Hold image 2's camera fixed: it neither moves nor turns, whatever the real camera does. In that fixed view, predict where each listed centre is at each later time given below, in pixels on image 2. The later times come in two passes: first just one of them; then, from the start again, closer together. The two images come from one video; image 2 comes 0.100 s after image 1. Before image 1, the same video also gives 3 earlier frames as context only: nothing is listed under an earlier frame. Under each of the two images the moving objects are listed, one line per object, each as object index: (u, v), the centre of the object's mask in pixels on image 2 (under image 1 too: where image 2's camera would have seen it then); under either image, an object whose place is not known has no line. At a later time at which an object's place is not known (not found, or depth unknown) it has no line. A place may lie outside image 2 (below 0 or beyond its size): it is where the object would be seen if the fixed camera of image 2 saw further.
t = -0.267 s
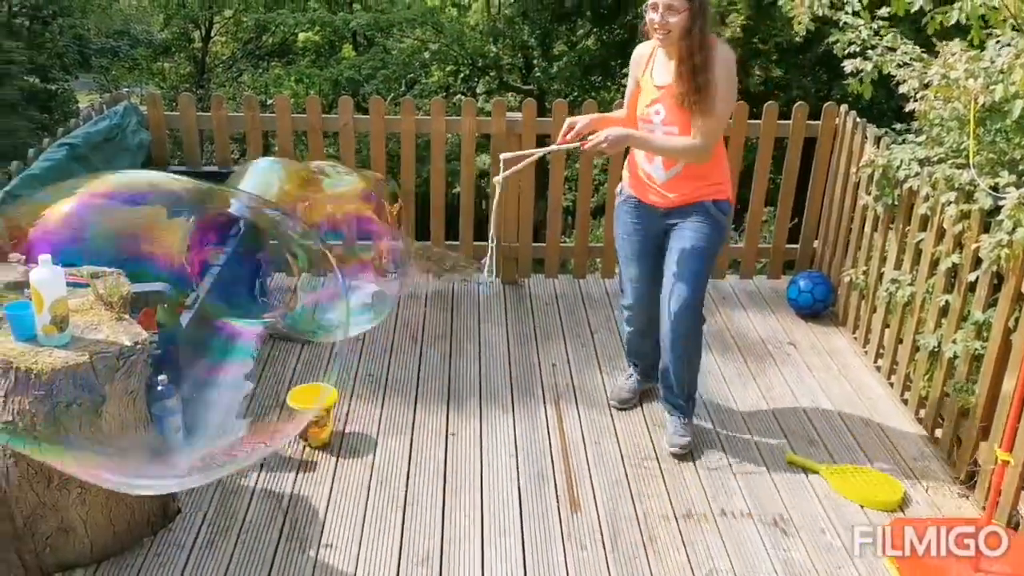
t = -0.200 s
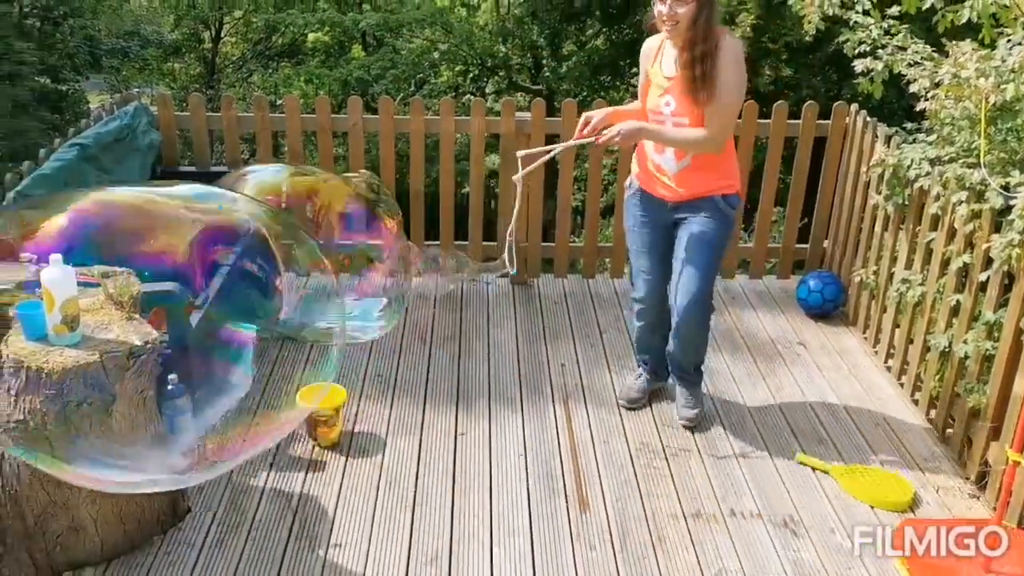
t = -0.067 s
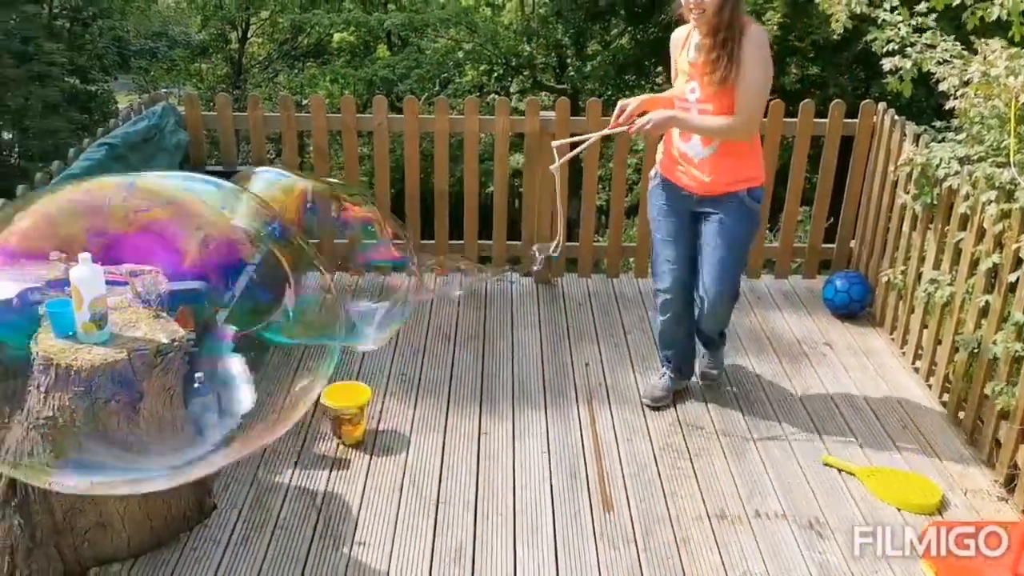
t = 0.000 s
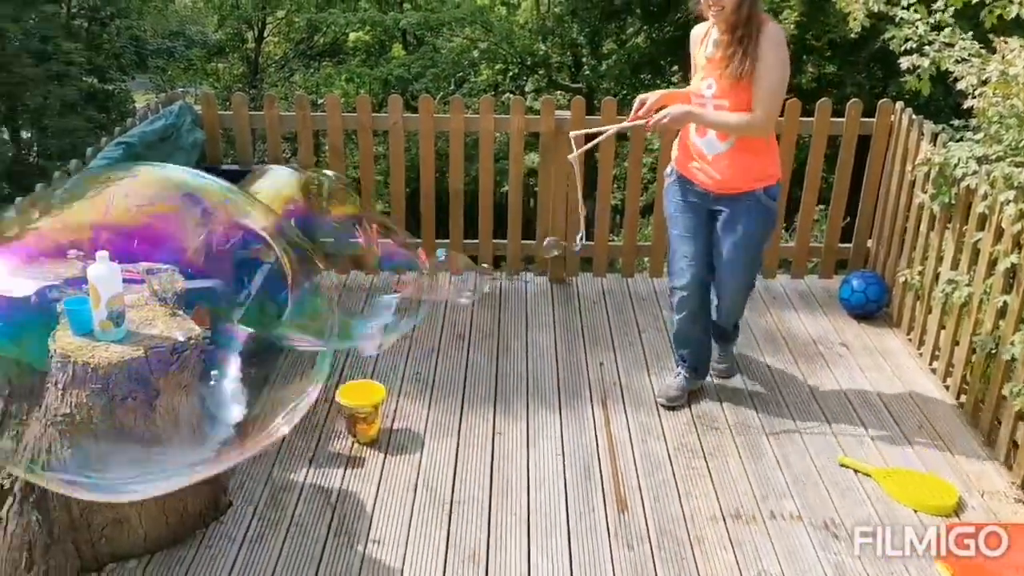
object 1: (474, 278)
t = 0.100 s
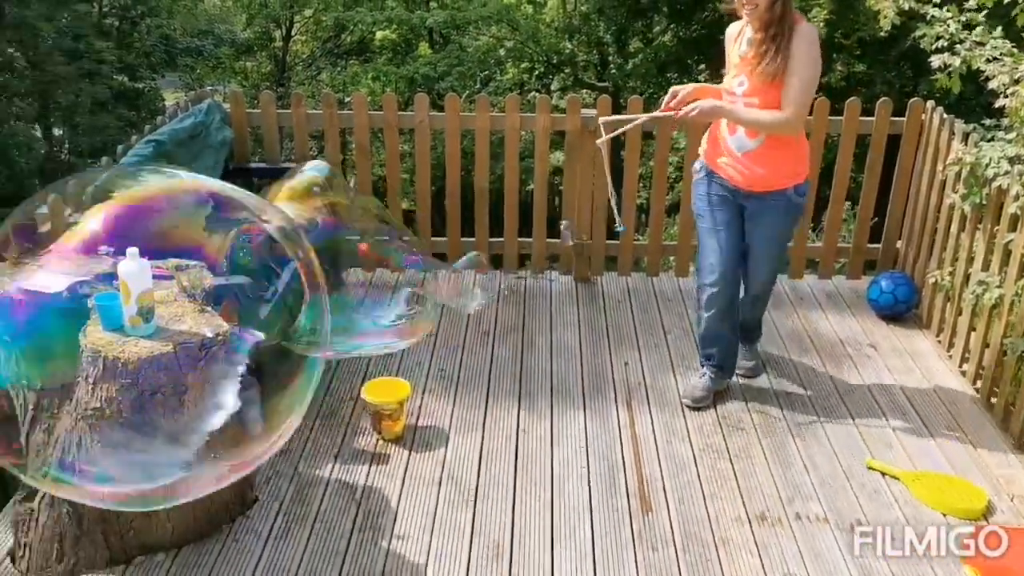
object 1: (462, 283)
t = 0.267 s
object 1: (449, 292)
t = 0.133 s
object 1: (461, 285)
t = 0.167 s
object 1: (460, 286)
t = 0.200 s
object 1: (453, 288)
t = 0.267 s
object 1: (449, 292)
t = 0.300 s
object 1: (451, 296)
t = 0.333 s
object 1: (445, 300)
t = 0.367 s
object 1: (441, 303)
